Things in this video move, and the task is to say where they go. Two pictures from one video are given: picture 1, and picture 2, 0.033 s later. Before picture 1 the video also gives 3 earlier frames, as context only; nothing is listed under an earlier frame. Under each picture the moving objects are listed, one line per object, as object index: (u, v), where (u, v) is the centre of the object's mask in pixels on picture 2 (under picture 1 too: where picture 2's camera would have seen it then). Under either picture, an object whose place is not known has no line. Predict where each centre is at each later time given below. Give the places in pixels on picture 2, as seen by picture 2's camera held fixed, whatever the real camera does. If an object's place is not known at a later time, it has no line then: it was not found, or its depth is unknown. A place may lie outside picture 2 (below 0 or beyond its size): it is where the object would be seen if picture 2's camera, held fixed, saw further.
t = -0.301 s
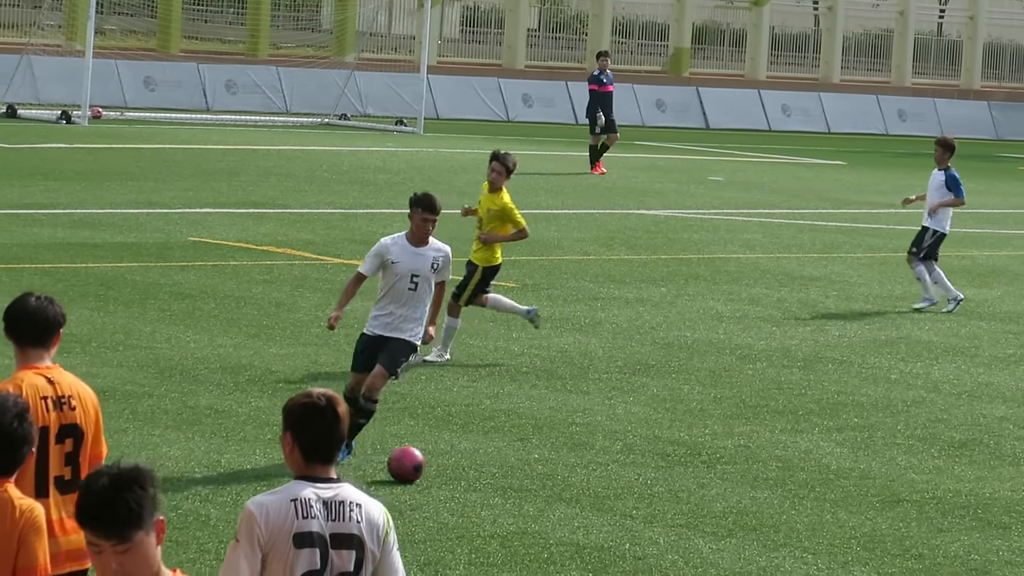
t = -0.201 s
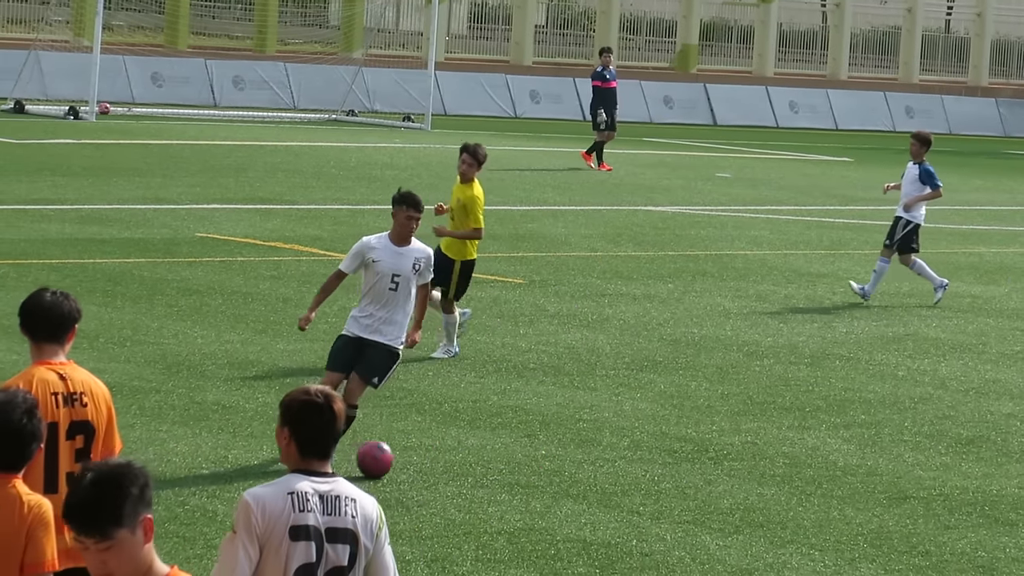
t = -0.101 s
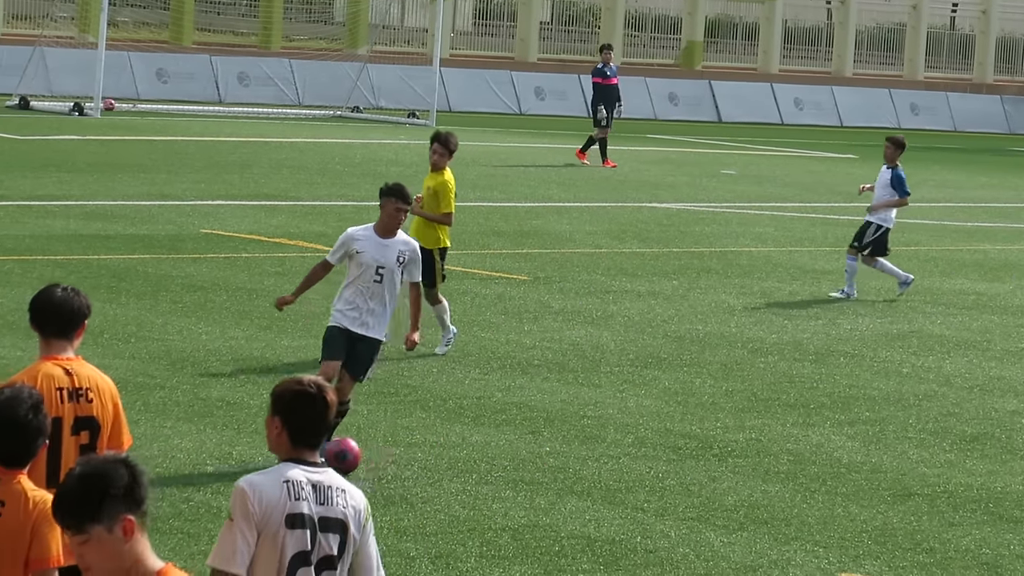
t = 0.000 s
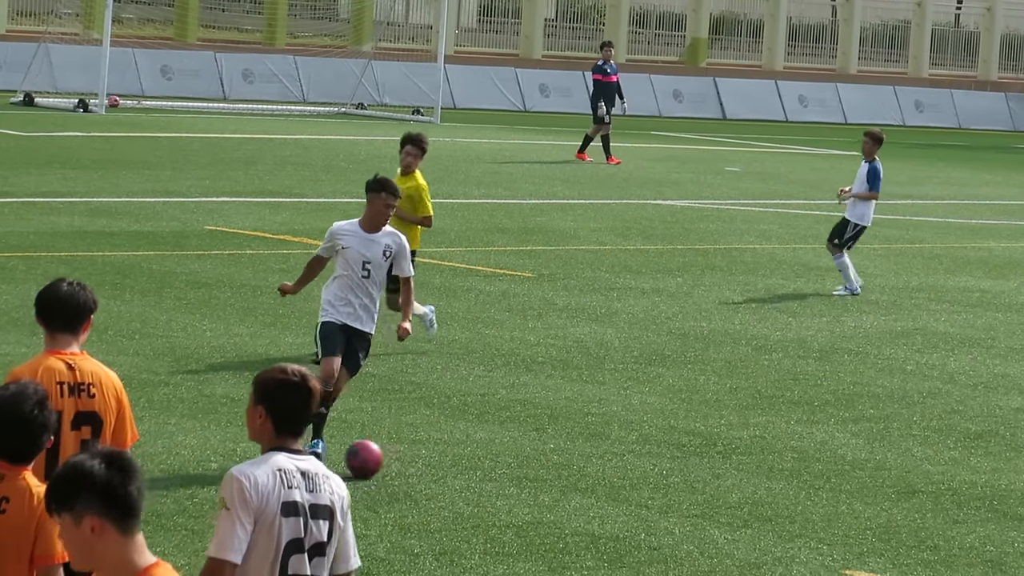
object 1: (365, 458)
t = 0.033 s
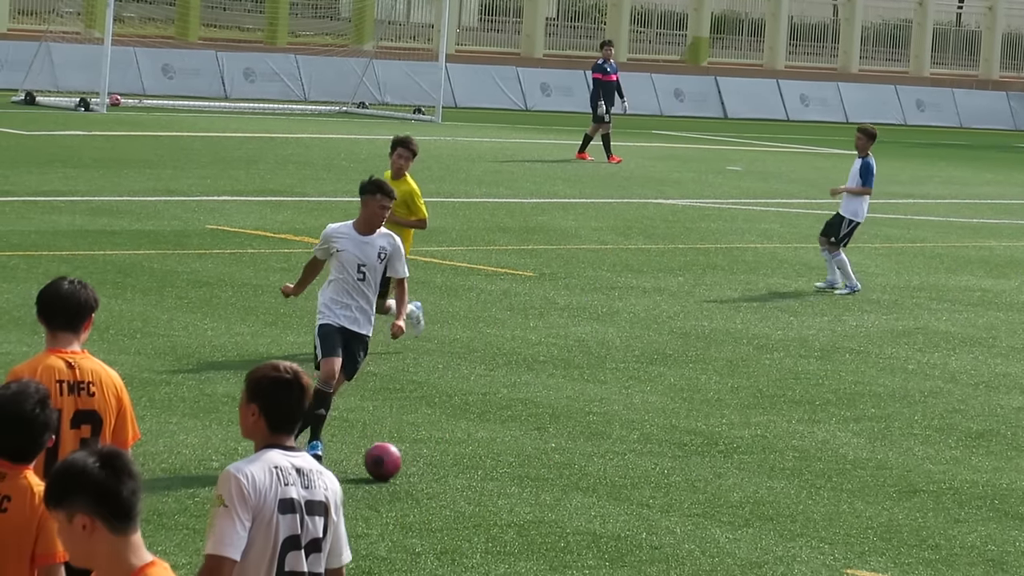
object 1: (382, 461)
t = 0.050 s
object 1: (391, 463)
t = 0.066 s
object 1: (399, 466)
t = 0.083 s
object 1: (407, 468)
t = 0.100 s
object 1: (414, 468)
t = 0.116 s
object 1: (422, 470)
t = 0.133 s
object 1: (429, 471)
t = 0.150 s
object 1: (436, 473)
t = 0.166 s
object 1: (443, 475)
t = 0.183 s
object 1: (450, 476)
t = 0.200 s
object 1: (456, 478)
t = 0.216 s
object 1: (463, 480)
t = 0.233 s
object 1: (470, 482)
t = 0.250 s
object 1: (477, 483)
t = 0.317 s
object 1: (502, 484)
